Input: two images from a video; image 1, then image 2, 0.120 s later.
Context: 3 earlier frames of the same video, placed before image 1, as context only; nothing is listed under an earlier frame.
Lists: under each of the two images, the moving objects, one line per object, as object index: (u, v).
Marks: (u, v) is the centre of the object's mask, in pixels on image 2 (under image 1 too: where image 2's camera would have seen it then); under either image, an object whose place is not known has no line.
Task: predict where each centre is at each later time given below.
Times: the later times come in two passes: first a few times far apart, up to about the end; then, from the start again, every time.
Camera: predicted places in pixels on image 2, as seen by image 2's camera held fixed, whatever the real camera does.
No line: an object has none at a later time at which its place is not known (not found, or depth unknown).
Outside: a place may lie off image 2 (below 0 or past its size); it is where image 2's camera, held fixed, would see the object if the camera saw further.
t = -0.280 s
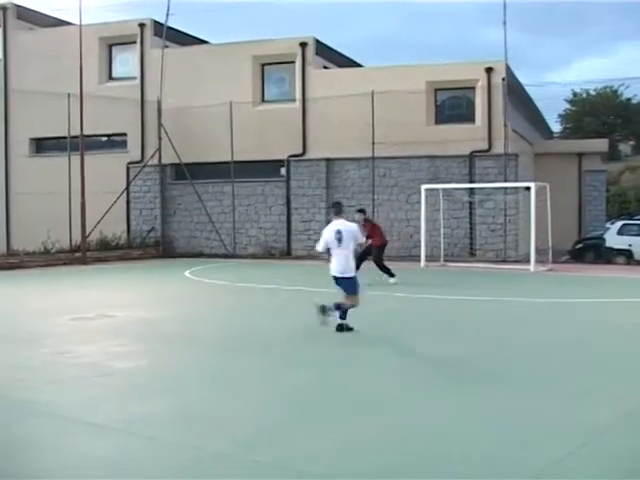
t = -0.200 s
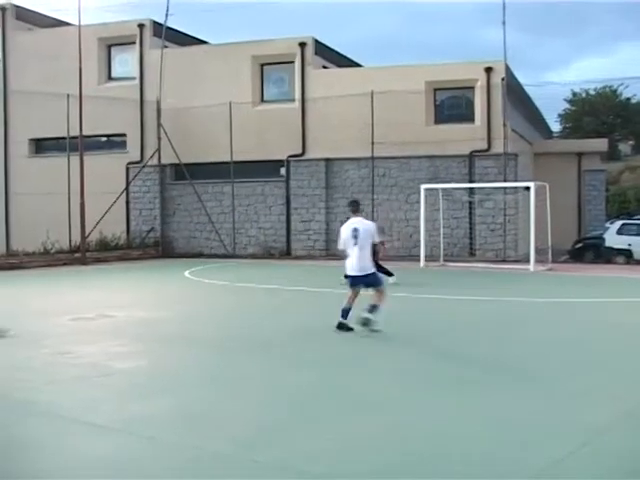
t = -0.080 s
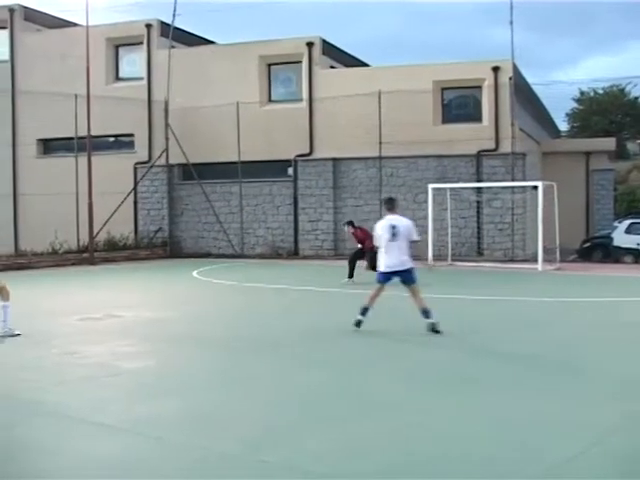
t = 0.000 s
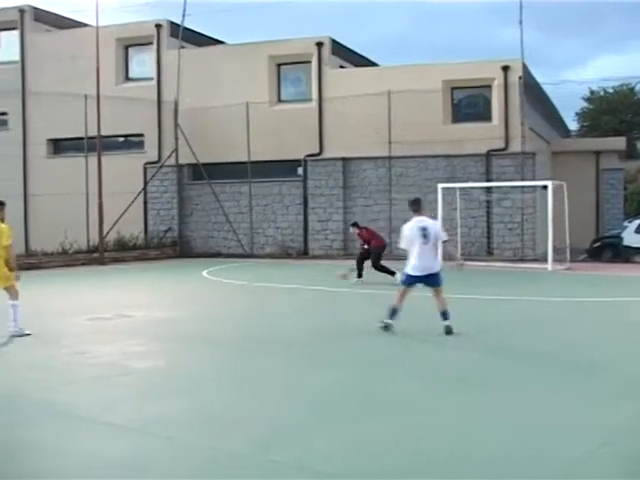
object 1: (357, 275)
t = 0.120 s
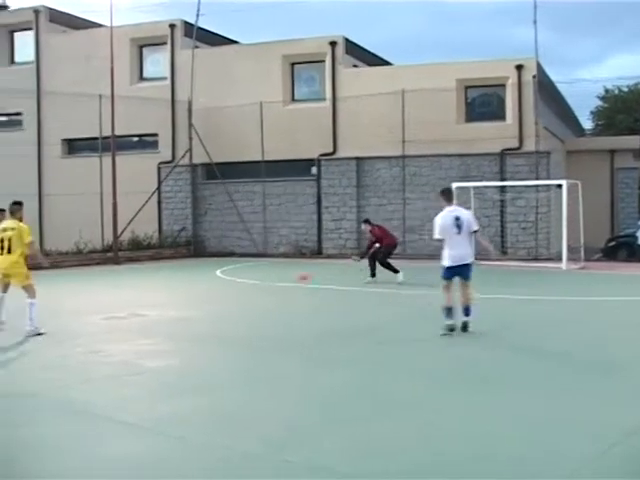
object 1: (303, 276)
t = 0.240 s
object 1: (255, 279)
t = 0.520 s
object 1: (163, 278)
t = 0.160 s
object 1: (285, 276)
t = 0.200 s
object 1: (270, 277)
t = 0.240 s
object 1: (255, 279)
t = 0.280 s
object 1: (240, 278)
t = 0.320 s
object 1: (227, 277)
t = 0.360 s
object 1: (214, 277)
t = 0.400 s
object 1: (201, 277)
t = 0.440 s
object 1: (187, 279)
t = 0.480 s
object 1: (175, 279)
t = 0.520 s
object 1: (163, 278)
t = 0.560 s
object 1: (150, 279)
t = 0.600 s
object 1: (138, 280)
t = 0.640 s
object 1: (126, 280)
